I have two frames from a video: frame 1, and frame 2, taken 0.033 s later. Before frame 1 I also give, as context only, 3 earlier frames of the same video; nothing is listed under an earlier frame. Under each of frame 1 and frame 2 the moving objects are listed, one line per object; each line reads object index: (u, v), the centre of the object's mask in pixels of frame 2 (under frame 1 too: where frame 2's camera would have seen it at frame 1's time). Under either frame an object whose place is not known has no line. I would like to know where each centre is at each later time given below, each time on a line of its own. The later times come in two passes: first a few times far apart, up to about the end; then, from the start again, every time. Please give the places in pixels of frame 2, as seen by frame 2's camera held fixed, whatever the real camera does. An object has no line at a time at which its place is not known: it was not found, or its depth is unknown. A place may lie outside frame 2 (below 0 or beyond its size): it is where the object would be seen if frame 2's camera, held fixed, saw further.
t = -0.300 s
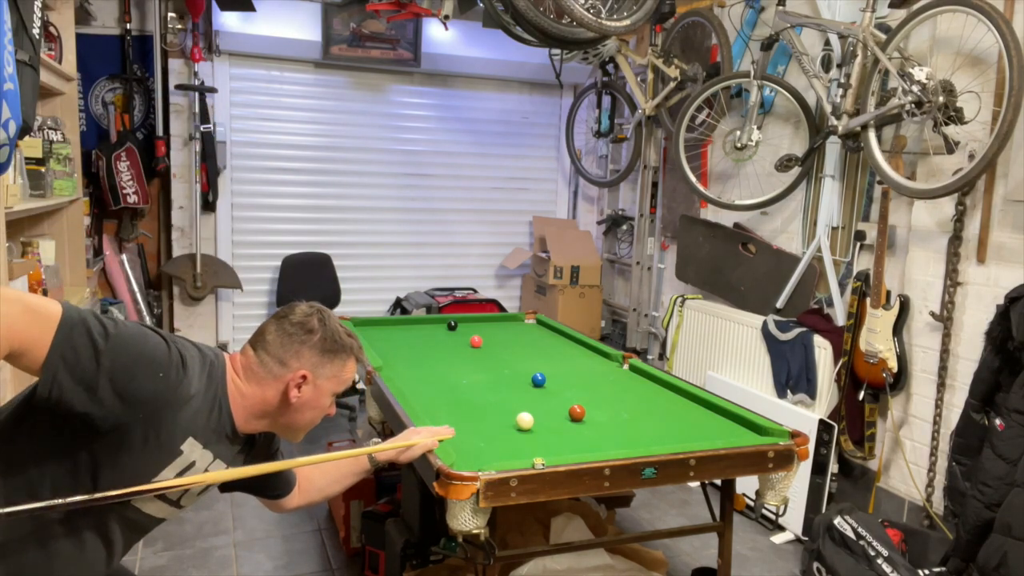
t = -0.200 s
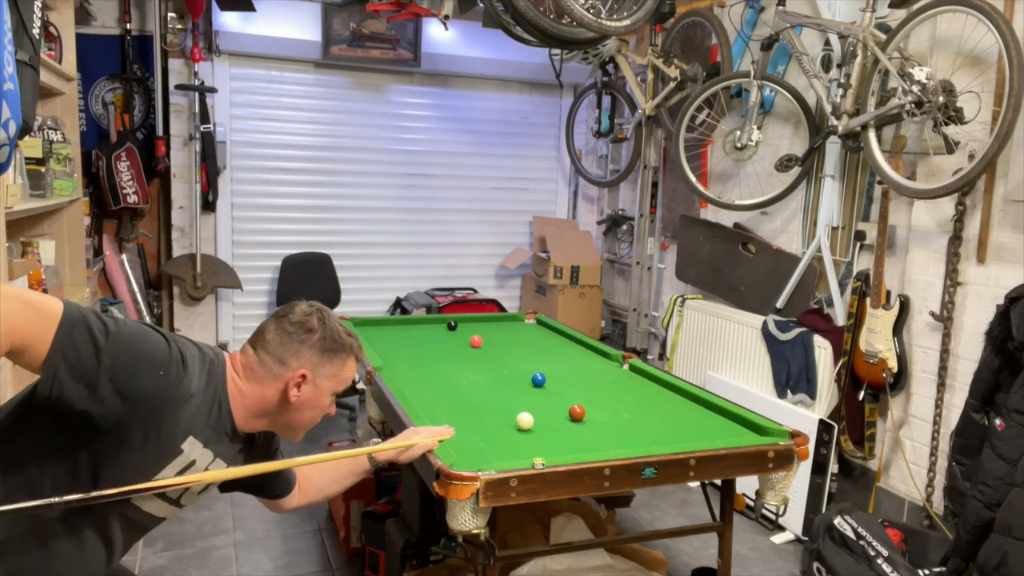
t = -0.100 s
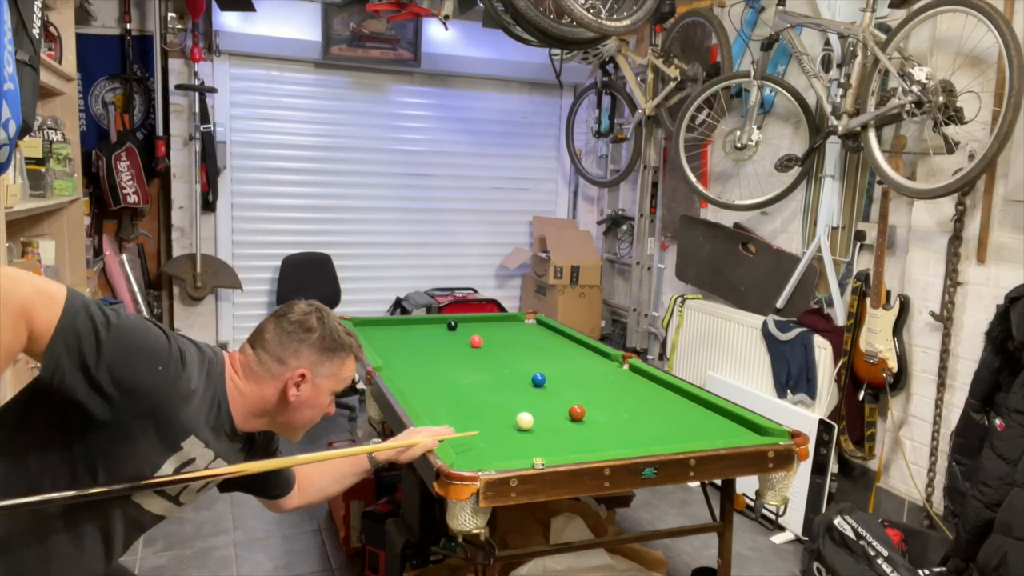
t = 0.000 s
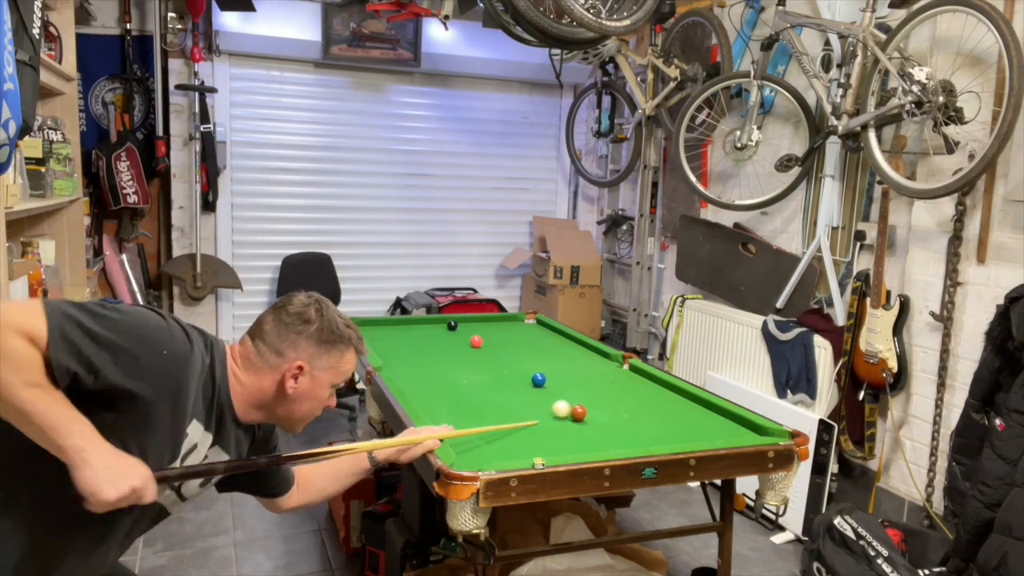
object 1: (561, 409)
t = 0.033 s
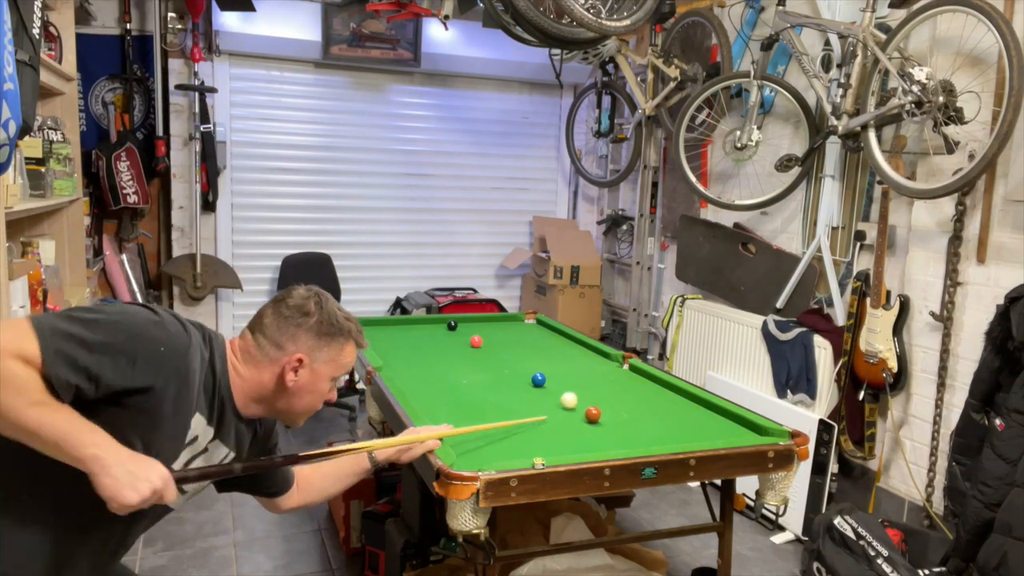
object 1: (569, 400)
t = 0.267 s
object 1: (601, 360)
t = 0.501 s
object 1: (550, 347)
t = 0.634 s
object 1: (518, 342)
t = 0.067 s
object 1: (575, 393)
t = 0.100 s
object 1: (581, 386)
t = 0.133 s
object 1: (587, 380)
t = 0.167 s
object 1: (591, 374)
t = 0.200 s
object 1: (595, 369)
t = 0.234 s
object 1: (598, 364)
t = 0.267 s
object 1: (601, 360)
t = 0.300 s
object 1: (603, 356)
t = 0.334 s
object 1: (597, 354)
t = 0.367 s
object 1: (587, 352)
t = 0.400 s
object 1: (577, 351)
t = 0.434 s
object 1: (568, 350)
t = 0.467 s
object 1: (559, 348)
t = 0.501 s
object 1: (550, 347)
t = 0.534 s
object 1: (542, 346)
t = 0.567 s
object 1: (534, 344)
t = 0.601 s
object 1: (526, 343)
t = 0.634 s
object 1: (518, 342)
